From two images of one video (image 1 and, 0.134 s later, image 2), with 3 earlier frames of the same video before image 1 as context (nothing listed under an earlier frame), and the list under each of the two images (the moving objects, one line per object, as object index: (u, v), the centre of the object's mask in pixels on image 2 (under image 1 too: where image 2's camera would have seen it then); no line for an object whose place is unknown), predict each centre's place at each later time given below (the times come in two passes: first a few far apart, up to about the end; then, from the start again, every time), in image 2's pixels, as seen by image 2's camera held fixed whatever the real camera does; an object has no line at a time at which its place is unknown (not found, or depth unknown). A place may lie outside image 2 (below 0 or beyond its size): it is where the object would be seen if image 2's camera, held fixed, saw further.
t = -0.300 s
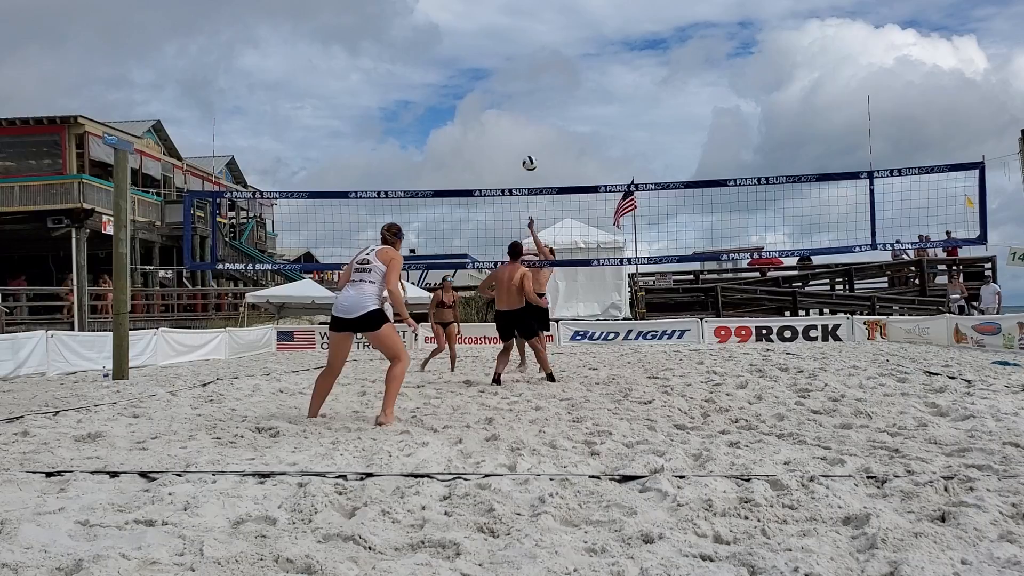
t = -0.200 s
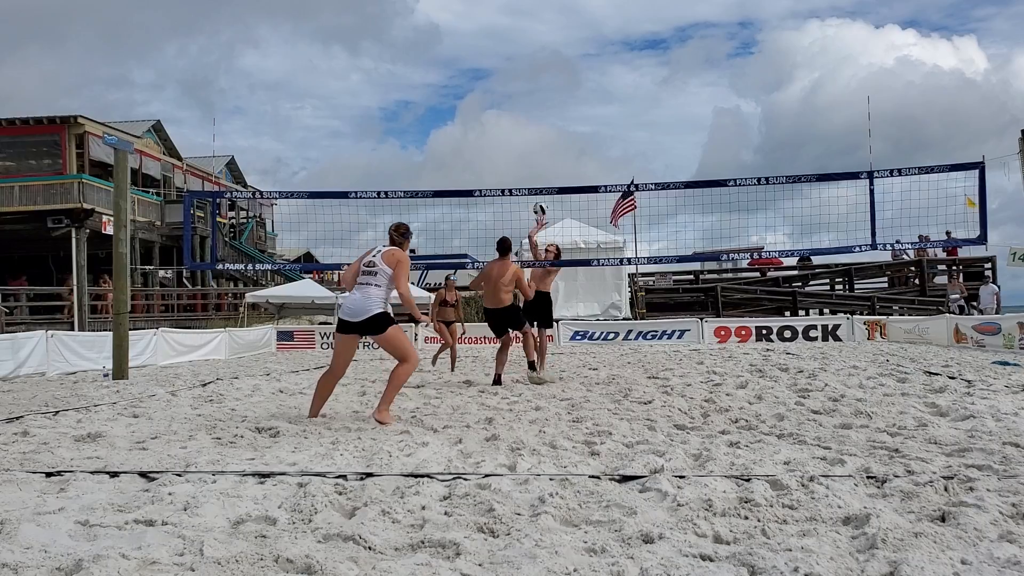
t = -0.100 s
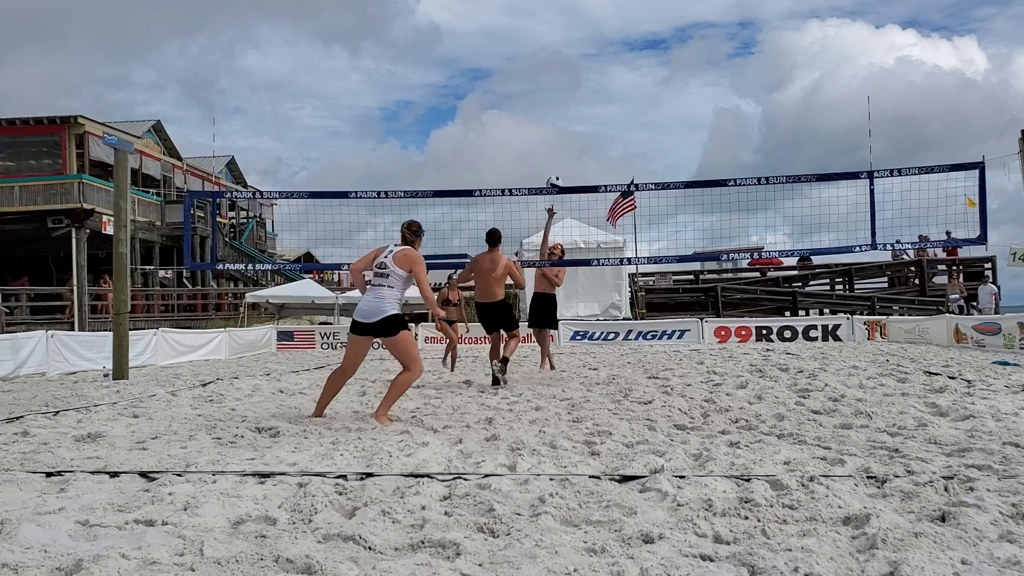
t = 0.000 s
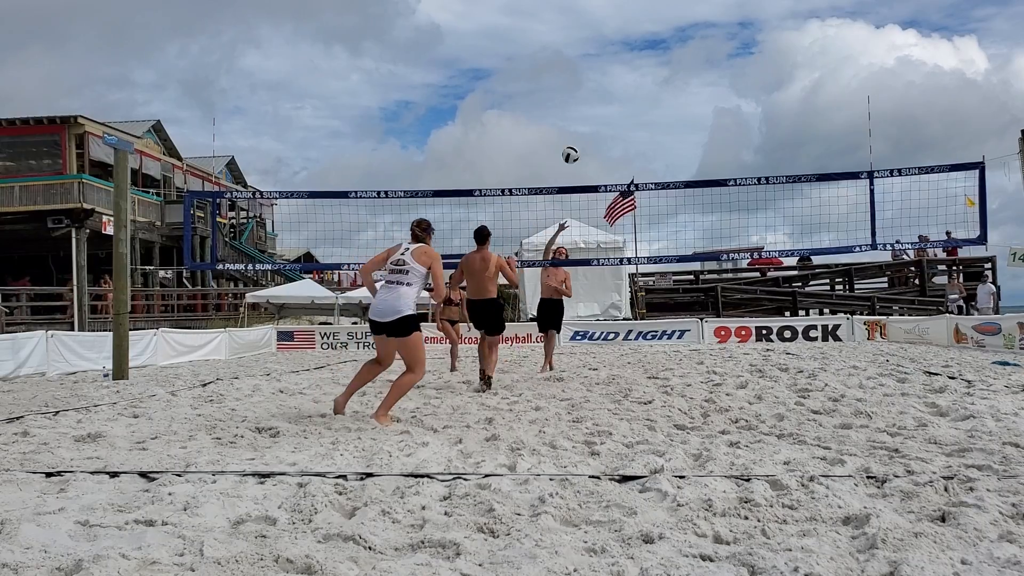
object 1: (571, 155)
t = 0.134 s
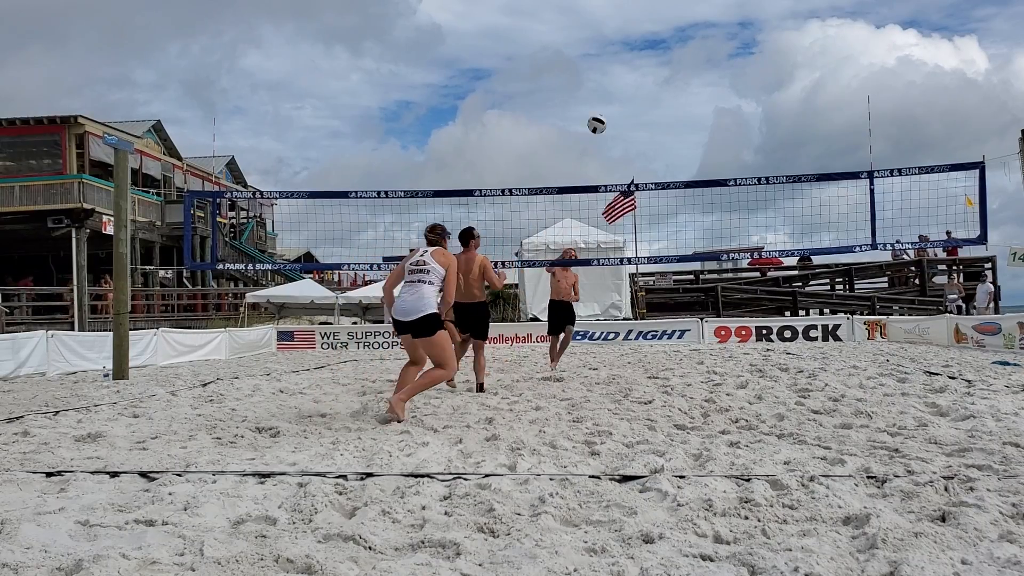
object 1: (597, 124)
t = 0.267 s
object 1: (629, 107)
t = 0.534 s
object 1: (726, 141)
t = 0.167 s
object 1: (604, 119)
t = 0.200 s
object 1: (613, 114)
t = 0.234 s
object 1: (621, 110)
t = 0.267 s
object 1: (629, 107)
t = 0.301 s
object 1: (639, 106)
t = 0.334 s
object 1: (650, 106)
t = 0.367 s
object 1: (660, 107)
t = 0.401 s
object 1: (672, 110)
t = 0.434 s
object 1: (685, 115)
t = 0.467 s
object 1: (698, 122)
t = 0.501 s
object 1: (711, 130)
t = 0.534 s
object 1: (726, 141)
